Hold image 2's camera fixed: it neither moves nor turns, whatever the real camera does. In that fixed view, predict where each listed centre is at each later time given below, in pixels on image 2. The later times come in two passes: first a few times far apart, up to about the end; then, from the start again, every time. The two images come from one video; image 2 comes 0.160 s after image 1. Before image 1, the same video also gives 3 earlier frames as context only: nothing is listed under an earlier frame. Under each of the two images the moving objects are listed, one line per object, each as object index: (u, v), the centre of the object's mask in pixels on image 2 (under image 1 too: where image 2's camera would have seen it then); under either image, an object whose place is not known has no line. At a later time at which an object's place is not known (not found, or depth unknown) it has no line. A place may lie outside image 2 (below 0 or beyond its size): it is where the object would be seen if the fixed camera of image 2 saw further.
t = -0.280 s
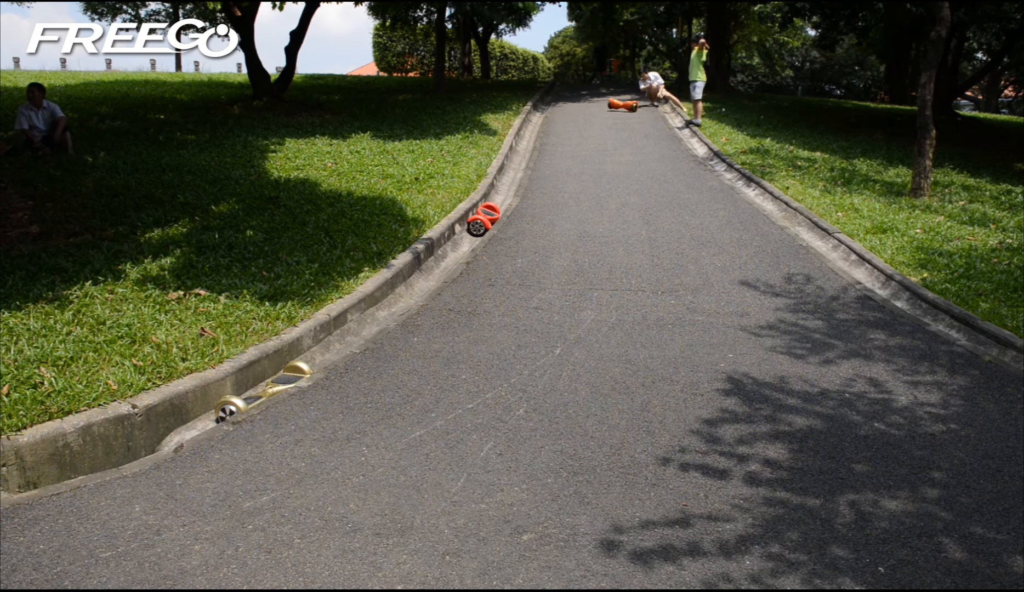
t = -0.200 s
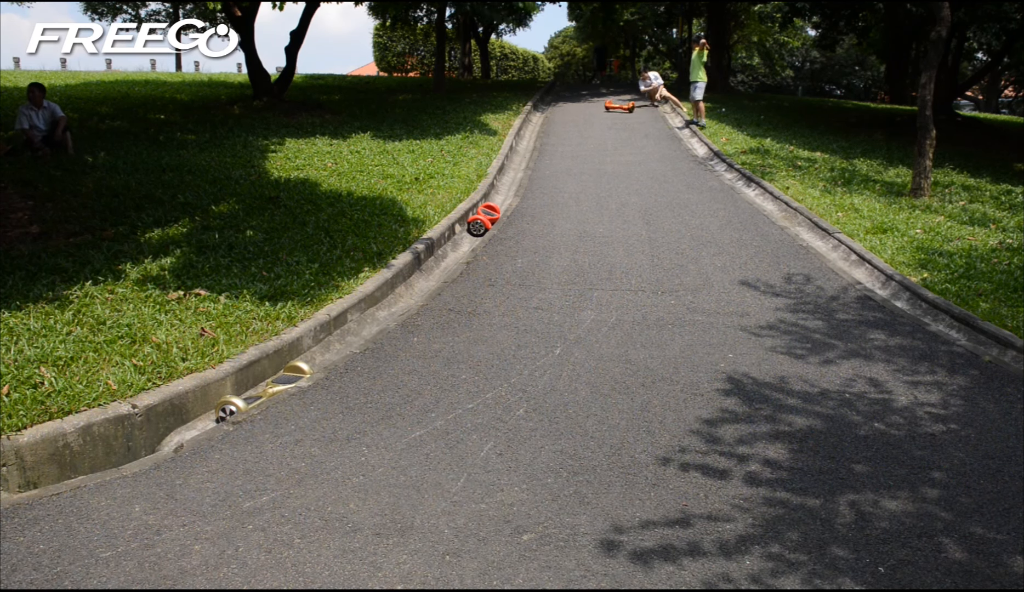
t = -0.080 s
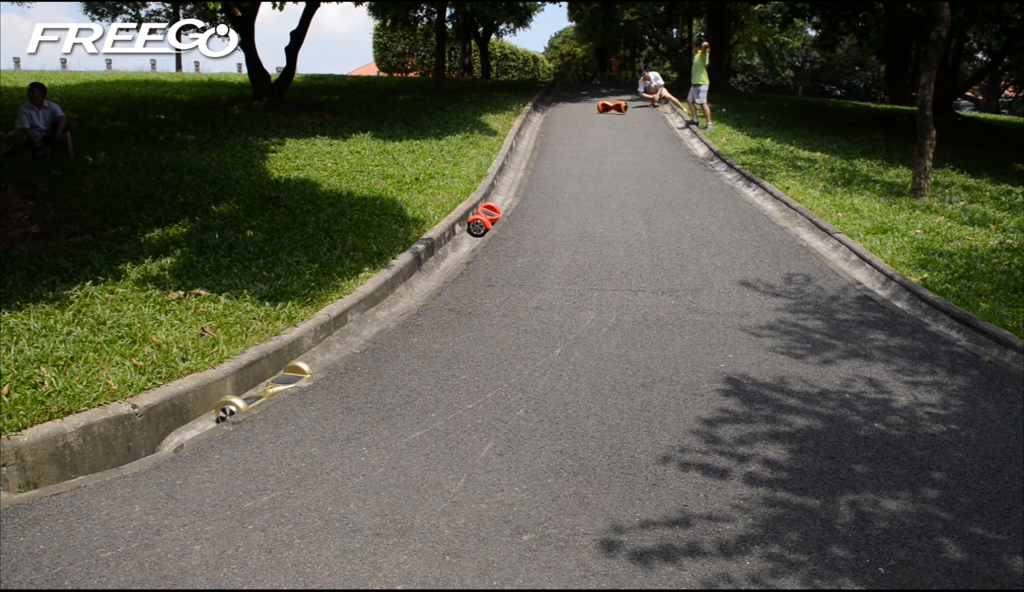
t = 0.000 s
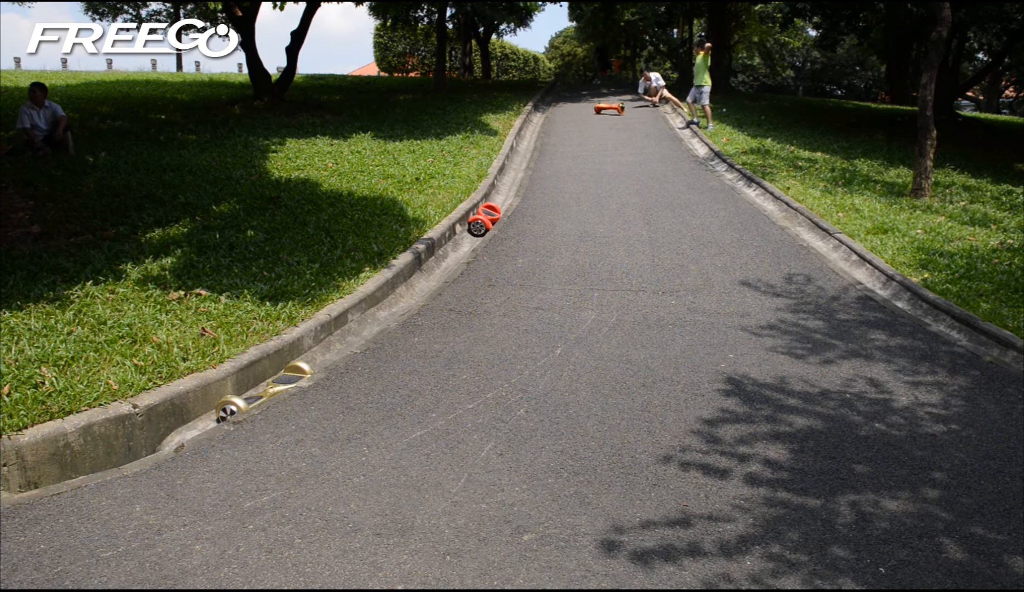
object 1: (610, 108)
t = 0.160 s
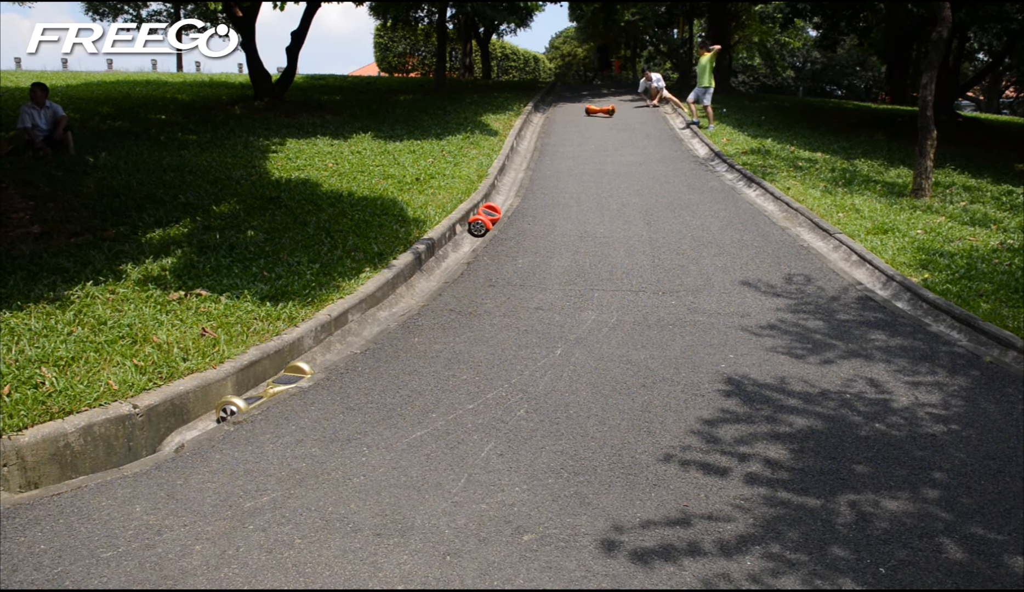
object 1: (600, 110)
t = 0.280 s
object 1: (593, 112)
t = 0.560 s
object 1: (573, 116)
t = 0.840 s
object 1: (550, 118)
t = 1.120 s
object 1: (532, 126)
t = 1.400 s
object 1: (531, 130)
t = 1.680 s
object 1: (531, 130)
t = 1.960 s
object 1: (530, 130)
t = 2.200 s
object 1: (531, 131)
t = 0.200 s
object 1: (598, 112)
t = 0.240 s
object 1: (595, 112)
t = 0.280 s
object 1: (593, 112)
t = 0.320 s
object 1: (589, 111)
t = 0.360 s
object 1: (587, 112)
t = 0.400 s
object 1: (585, 111)
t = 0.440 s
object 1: (583, 112)
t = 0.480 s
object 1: (581, 113)
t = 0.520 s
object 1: (579, 114)
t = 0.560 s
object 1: (573, 116)
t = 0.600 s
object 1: (570, 116)
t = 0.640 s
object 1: (567, 116)
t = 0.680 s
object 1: (565, 116)
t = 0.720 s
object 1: (562, 117)
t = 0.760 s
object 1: (557, 118)
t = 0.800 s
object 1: (554, 118)
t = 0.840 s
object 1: (550, 118)
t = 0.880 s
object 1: (547, 119)
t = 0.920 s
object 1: (543, 119)
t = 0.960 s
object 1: (535, 121)
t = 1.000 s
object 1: (535, 121)
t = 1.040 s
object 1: (534, 122)
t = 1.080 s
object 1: (533, 124)
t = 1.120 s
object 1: (532, 126)
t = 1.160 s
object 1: (534, 127)
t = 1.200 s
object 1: (535, 126)
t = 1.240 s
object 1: (534, 126)
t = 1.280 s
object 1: (534, 127)
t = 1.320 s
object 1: (534, 128)
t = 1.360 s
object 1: (532, 130)
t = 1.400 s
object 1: (531, 130)
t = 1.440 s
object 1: (530, 130)
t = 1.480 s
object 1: (529, 129)
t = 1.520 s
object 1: (529, 129)
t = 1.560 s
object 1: (530, 130)
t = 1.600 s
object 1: (530, 130)
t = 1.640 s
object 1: (530, 130)
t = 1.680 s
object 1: (531, 130)
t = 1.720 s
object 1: (532, 130)
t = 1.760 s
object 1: (533, 130)
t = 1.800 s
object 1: (533, 130)
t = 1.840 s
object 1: (533, 130)
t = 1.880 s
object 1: (532, 130)
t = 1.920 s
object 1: (532, 131)
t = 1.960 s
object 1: (530, 130)
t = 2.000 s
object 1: (530, 130)
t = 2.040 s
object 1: (530, 130)
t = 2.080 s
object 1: (529, 130)
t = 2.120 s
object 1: (530, 130)
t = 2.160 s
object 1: (531, 130)
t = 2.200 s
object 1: (531, 131)
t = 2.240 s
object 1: (532, 131)
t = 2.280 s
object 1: (532, 131)
